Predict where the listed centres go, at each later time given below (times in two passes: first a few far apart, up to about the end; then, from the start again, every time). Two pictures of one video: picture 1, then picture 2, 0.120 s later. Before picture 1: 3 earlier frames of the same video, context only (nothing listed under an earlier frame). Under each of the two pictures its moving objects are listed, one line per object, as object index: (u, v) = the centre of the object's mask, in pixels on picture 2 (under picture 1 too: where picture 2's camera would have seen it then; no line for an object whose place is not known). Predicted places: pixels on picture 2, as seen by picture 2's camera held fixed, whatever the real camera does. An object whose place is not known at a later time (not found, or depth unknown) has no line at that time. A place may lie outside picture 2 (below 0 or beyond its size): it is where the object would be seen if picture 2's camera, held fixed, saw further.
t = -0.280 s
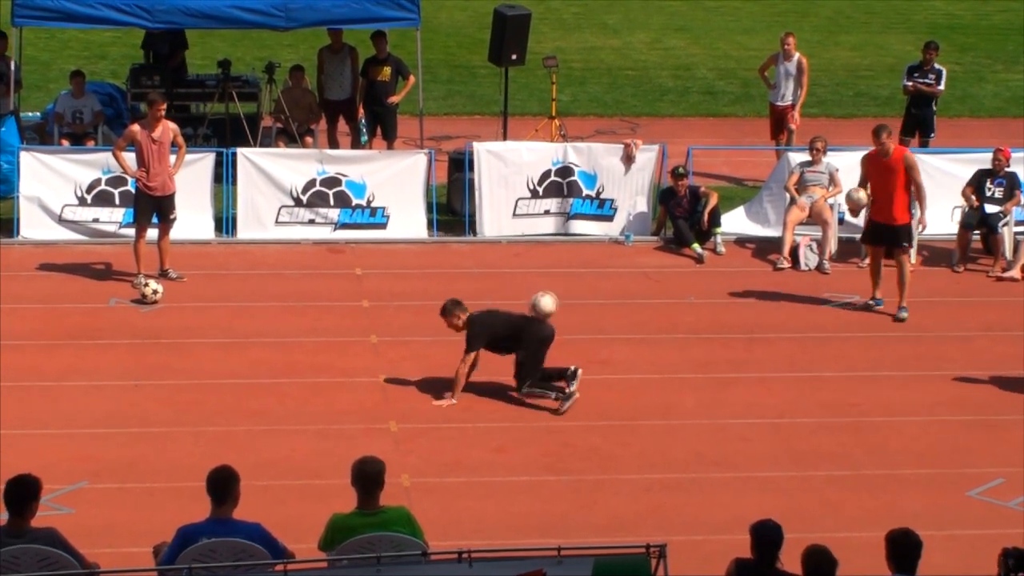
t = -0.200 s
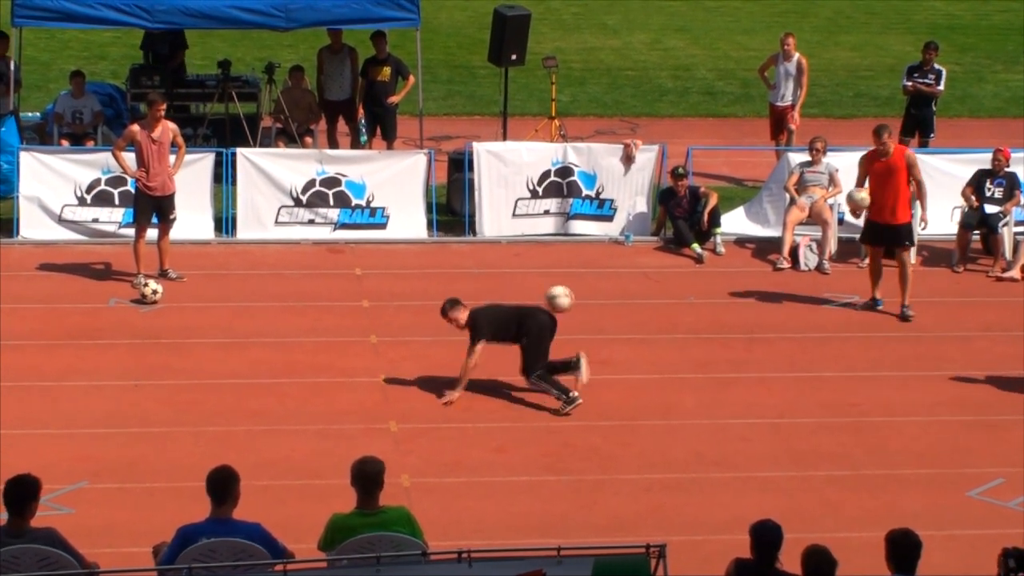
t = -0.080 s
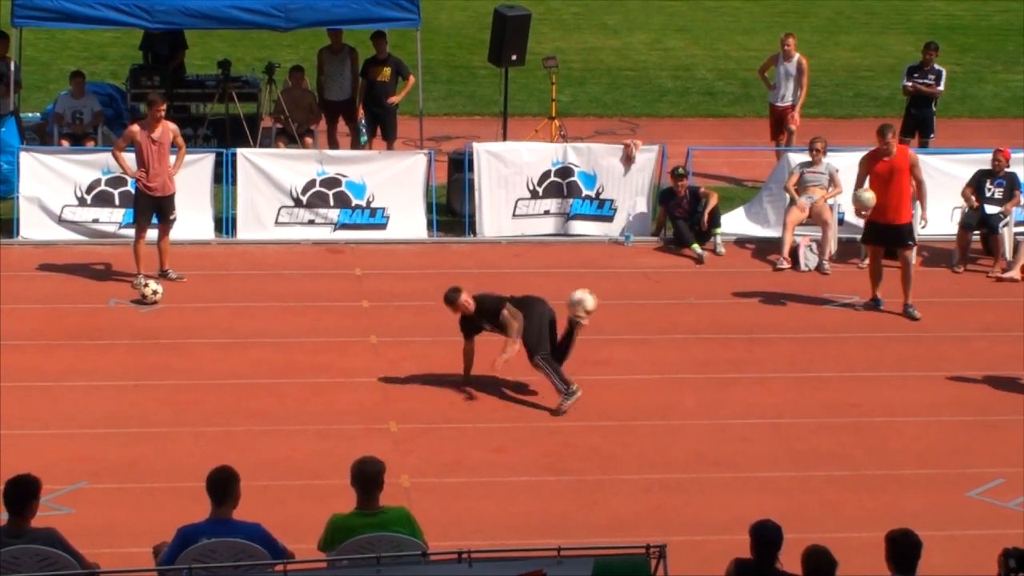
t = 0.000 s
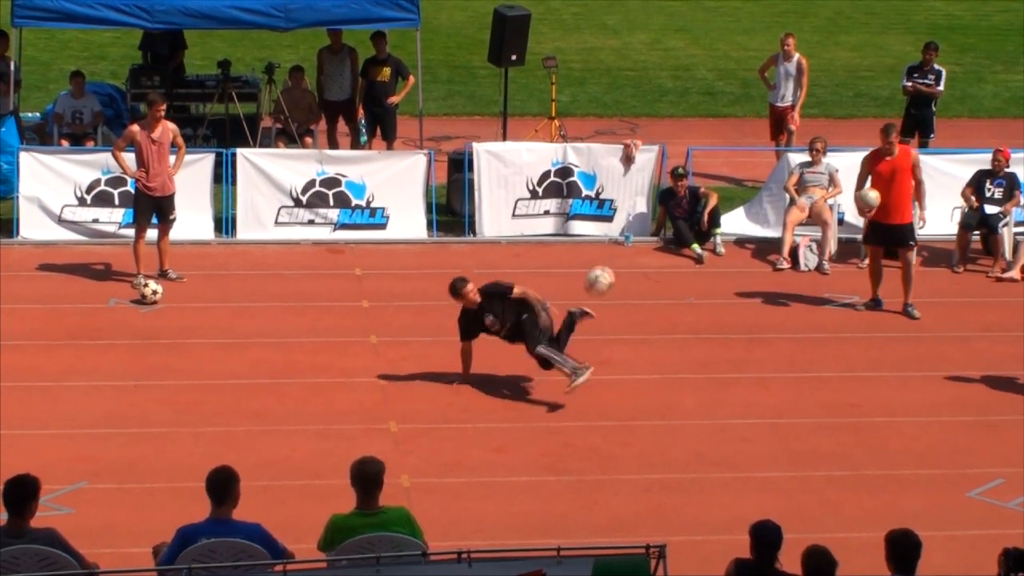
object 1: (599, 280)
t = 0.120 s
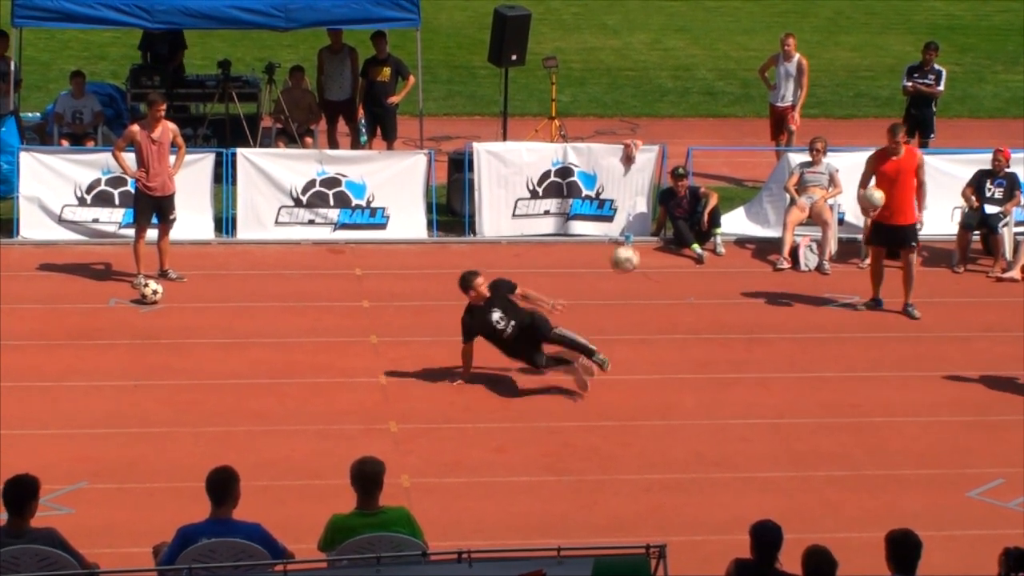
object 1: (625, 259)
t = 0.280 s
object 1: (656, 256)
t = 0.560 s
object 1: (705, 322)
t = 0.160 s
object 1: (632, 255)
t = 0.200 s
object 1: (641, 254)
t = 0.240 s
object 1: (648, 254)
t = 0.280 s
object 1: (656, 256)
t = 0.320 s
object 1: (664, 261)
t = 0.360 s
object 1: (671, 267)
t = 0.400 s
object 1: (678, 274)
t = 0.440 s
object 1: (685, 284)
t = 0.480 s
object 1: (692, 294)
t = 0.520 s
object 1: (699, 308)
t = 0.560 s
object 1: (705, 322)
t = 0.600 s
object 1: (712, 338)
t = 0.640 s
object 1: (719, 348)
